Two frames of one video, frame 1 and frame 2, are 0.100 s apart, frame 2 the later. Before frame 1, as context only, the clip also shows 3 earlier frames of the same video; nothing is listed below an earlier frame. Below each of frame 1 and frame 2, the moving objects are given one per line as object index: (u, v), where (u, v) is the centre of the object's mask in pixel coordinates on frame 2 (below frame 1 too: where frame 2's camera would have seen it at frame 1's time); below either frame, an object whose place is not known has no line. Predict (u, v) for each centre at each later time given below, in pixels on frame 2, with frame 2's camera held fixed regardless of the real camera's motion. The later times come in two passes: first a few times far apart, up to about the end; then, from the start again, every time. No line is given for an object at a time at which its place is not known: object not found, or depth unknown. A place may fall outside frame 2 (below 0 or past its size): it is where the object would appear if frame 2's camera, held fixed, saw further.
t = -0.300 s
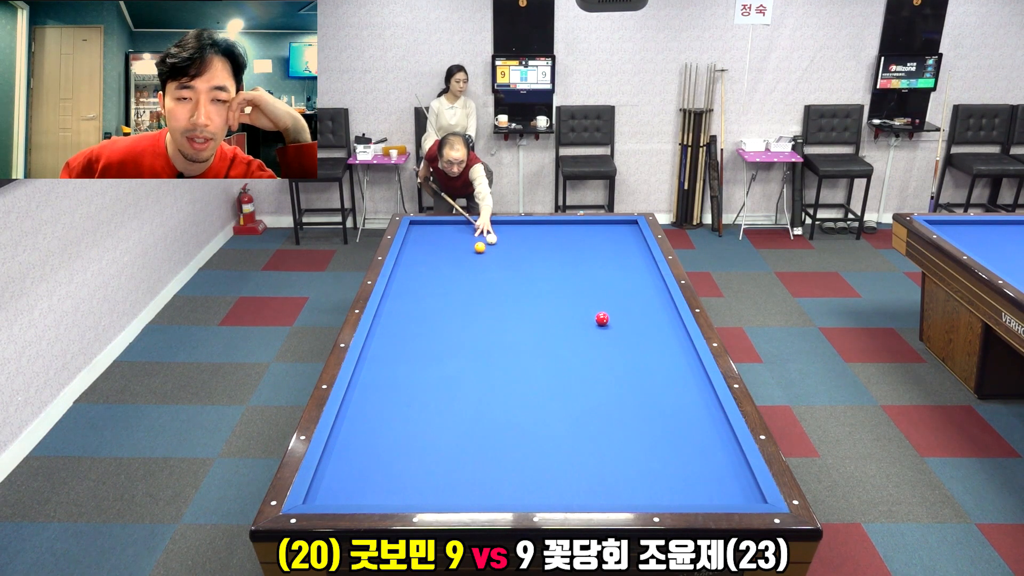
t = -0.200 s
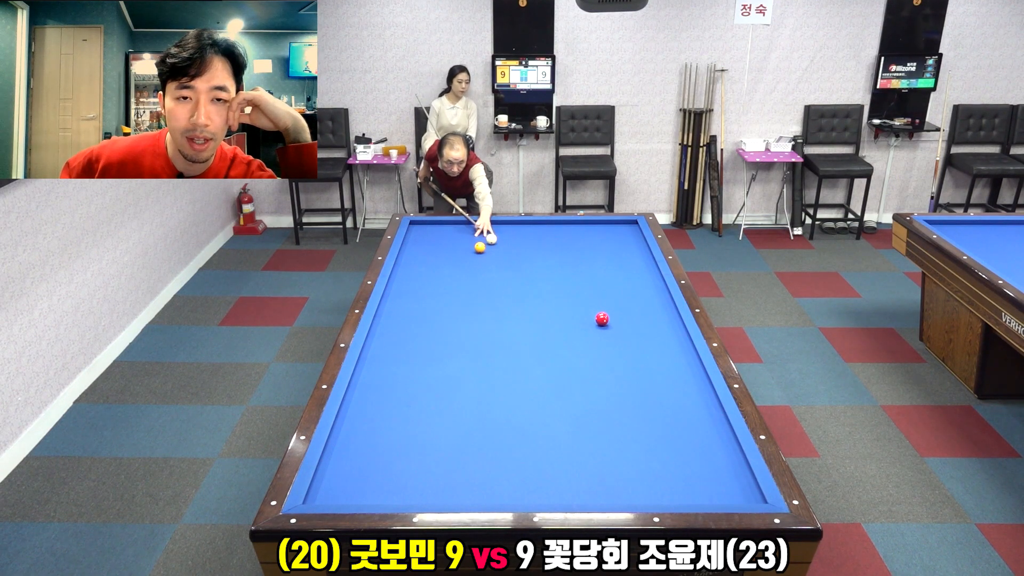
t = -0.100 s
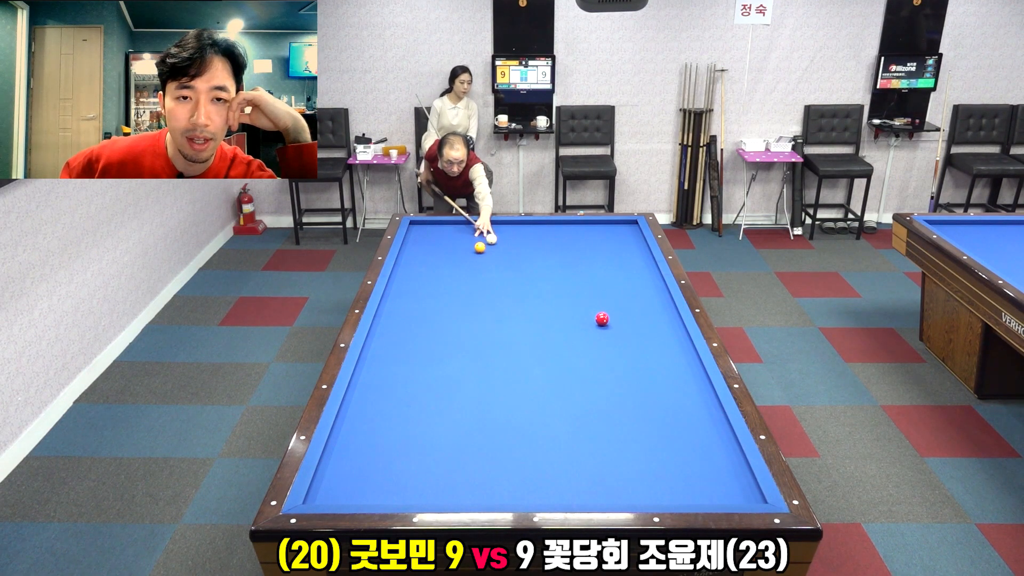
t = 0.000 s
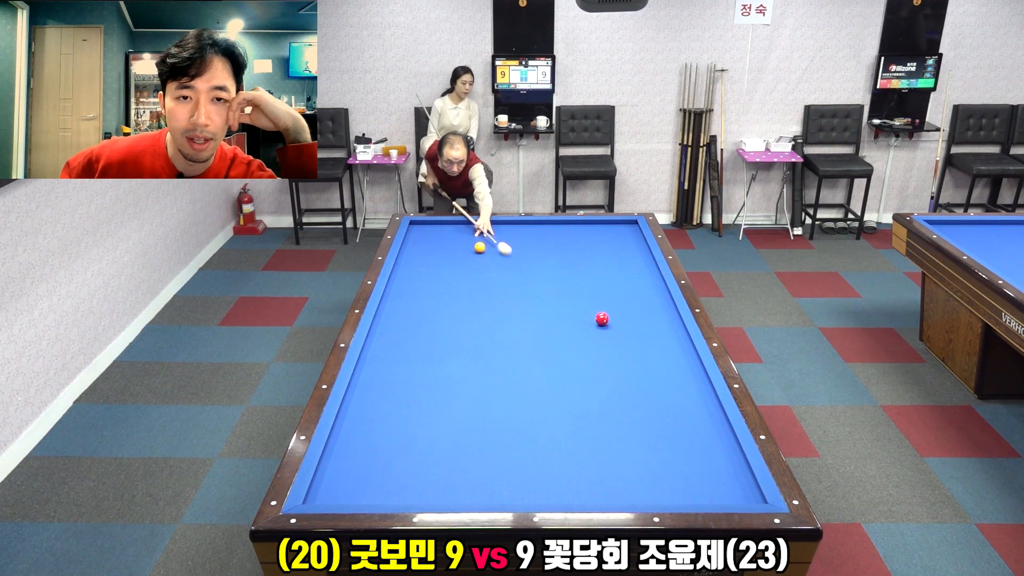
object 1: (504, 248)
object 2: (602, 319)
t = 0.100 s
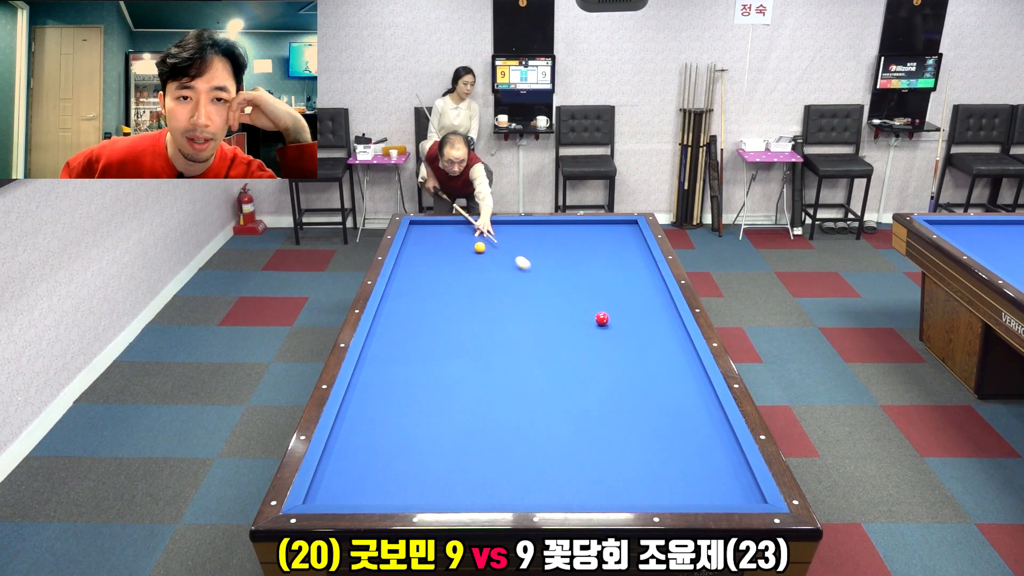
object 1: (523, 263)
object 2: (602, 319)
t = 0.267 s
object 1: (557, 290)
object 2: (602, 319)
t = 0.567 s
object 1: (576, 340)
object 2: (656, 329)
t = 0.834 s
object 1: (569, 390)
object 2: (656, 340)
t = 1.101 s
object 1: (559, 457)
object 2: (620, 351)
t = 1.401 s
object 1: (532, 462)
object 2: (579, 362)
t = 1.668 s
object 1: (506, 422)
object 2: (540, 373)
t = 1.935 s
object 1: (484, 389)
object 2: (500, 385)
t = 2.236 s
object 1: (438, 360)
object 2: (481, 394)
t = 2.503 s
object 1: (402, 338)
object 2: (465, 402)
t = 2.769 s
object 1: (385, 320)
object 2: (450, 410)
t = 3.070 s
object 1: (412, 305)
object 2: (432, 418)
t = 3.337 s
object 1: (433, 292)
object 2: (416, 426)
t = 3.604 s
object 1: (453, 281)
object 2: (401, 434)
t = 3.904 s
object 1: (473, 269)
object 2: (383, 443)
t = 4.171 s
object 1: (489, 260)
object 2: (368, 450)
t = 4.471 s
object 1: (506, 250)
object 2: (351, 459)
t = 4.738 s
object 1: (520, 242)
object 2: (336, 466)
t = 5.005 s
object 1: (533, 235)
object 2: (324, 474)
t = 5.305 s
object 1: (547, 227)
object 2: (329, 479)
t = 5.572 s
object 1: (558, 222)
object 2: (334, 483)
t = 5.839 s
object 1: (570, 226)
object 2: (338, 488)
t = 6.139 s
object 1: (582, 230)
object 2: (341, 492)
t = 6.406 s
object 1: (593, 234)
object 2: (344, 495)
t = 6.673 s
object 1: (605, 238)
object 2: (347, 496)
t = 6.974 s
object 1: (617, 242)
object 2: (350, 497)
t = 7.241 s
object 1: (627, 245)
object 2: (351, 496)
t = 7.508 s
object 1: (638, 249)
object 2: (352, 496)
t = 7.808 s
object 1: (645, 252)
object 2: (352, 496)
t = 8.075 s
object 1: (641, 255)
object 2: (352, 496)
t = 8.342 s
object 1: (638, 257)
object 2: (352, 496)
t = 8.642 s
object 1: (634, 259)
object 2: (352, 496)
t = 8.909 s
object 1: (631, 261)
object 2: (352, 496)
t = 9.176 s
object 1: (627, 263)
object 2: (352, 496)
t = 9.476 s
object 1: (624, 265)
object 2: (352, 496)
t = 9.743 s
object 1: (622, 267)
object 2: (352, 496)
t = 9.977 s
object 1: (620, 268)
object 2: (352, 496)
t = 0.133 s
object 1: (529, 268)
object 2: (602, 319)
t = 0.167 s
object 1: (536, 273)
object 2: (602, 319)
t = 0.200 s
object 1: (542, 279)
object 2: (602, 319)
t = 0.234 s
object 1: (549, 284)
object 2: (602, 319)
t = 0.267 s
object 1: (557, 290)
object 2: (602, 319)
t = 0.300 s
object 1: (564, 296)
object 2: (602, 319)
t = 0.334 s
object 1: (572, 302)
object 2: (602, 319)
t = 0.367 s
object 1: (580, 308)
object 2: (602, 319)
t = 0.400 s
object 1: (587, 315)
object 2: (602, 319)
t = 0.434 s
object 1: (587, 320)
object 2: (612, 320)
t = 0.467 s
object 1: (584, 325)
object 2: (623, 323)
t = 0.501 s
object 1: (581, 329)
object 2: (634, 325)
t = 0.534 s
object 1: (578, 335)
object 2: (645, 327)
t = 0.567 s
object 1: (576, 340)
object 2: (656, 329)
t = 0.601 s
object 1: (575, 345)
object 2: (666, 331)
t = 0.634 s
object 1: (574, 351)
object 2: (675, 332)
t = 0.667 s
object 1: (573, 358)
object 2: (681, 335)
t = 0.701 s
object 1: (573, 364)
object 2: (676, 335)
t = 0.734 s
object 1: (572, 370)
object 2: (670, 337)
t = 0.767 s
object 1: (571, 377)
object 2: (665, 338)
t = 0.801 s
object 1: (570, 384)
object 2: (660, 339)
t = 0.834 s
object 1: (569, 390)
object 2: (656, 340)
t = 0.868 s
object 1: (568, 398)
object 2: (651, 342)
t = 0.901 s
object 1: (567, 405)
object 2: (647, 343)
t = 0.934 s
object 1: (565, 414)
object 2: (642, 344)
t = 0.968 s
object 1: (564, 421)
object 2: (638, 346)
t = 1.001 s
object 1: (563, 430)
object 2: (633, 347)
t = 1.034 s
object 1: (562, 438)
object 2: (629, 348)
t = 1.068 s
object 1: (561, 447)
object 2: (625, 349)
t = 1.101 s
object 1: (559, 457)
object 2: (620, 351)
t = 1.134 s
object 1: (558, 466)
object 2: (615, 352)
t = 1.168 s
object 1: (557, 477)
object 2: (611, 353)
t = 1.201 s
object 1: (555, 487)
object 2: (606, 355)
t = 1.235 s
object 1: (553, 495)
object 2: (602, 356)
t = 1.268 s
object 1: (549, 491)
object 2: (597, 357)
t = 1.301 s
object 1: (544, 483)
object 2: (592, 358)
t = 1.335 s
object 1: (540, 475)
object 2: (588, 360)
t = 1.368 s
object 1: (536, 468)
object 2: (583, 361)
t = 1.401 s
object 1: (532, 462)
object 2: (579, 362)
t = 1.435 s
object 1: (529, 456)
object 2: (573, 364)
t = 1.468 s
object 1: (525, 451)
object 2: (569, 365)
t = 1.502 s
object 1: (522, 446)
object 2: (564, 366)
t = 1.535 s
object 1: (518, 441)
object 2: (560, 368)
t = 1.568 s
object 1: (515, 436)
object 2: (554, 370)
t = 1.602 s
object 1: (512, 431)
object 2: (550, 371)
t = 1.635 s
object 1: (509, 427)
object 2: (545, 372)
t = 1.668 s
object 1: (506, 422)
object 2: (540, 373)
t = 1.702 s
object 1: (503, 418)
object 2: (535, 375)
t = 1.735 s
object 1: (500, 413)
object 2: (530, 376)
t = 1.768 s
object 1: (497, 409)
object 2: (525, 377)
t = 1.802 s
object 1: (494, 405)
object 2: (520, 379)
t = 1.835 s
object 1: (491, 401)
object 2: (515, 380)
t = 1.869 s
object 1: (488, 397)
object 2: (510, 382)
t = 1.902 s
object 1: (486, 392)
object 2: (505, 383)
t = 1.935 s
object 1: (484, 389)
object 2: (500, 385)
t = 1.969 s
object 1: (479, 385)
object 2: (497, 386)
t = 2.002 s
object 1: (473, 382)
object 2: (495, 387)
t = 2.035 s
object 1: (467, 379)
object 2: (493, 388)
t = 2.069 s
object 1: (462, 375)
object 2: (491, 389)
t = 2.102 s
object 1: (457, 372)
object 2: (489, 390)
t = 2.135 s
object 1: (452, 369)
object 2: (487, 391)
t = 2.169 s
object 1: (447, 366)
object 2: (485, 392)
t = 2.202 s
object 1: (442, 363)
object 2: (483, 393)
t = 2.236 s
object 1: (438, 360)
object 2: (481, 394)
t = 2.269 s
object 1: (433, 357)
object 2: (480, 395)
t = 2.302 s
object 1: (428, 354)
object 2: (478, 396)
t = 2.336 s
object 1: (424, 352)
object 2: (475, 397)
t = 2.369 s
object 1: (419, 349)
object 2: (473, 398)
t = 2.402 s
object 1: (415, 346)
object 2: (472, 399)
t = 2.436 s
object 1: (411, 344)
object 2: (470, 400)
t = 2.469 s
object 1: (406, 341)
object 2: (468, 401)
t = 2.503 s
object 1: (402, 338)
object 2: (465, 402)
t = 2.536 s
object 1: (398, 336)
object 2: (463, 403)
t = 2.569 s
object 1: (393, 333)
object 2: (462, 404)
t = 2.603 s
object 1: (390, 331)
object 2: (460, 405)
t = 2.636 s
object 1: (386, 328)
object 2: (458, 406)
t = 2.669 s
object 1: (382, 326)
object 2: (456, 407)
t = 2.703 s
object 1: (378, 324)
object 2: (454, 408)
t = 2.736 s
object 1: (381, 322)
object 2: (452, 409)
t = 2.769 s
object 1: (385, 320)
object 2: (450, 410)
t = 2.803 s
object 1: (388, 318)
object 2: (448, 411)
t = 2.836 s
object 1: (391, 316)
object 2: (446, 412)
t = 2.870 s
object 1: (394, 315)
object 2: (444, 413)
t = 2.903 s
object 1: (398, 313)
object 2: (442, 413)
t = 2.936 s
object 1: (400, 311)
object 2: (440, 414)
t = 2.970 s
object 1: (403, 310)
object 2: (438, 415)
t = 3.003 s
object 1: (406, 308)
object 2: (436, 417)
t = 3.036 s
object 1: (409, 306)
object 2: (434, 417)
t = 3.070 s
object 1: (412, 305)
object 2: (432, 418)
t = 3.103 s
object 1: (415, 303)
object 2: (430, 419)
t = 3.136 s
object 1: (417, 301)
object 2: (428, 420)
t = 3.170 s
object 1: (420, 300)
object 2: (426, 421)
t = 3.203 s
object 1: (423, 298)
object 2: (424, 422)
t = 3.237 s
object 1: (426, 297)
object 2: (422, 423)
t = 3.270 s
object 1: (428, 295)
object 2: (420, 424)
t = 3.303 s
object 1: (431, 294)
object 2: (418, 425)
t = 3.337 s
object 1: (433, 292)
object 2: (416, 426)
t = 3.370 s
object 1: (436, 291)
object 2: (414, 427)
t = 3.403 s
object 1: (438, 289)
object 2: (412, 428)
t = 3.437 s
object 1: (441, 288)
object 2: (410, 429)
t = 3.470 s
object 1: (443, 287)
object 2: (408, 430)
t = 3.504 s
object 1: (446, 285)
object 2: (406, 431)
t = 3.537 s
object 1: (448, 284)
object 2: (405, 432)
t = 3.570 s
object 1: (450, 282)
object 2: (403, 433)
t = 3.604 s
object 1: (453, 281)
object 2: (401, 434)
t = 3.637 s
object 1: (455, 280)
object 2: (399, 435)
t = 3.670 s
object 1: (457, 278)
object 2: (397, 436)
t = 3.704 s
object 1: (460, 277)
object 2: (395, 437)
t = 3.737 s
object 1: (462, 276)
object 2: (393, 438)
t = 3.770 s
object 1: (464, 274)
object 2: (391, 439)
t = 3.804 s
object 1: (466, 273)
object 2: (389, 440)
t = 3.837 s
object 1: (468, 272)
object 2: (387, 441)
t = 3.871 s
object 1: (471, 271)
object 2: (385, 442)
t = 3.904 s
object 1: (473, 269)
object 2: (383, 443)
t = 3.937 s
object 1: (475, 268)
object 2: (381, 444)
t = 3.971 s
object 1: (477, 267)
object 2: (380, 445)
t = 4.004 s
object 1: (479, 266)
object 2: (378, 445)
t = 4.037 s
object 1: (481, 264)
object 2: (376, 446)
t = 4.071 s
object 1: (483, 263)
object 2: (374, 447)
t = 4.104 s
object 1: (485, 262)
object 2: (372, 448)
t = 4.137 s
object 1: (487, 261)
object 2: (370, 449)
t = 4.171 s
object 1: (489, 260)
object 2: (368, 450)
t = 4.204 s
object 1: (491, 259)
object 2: (366, 451)
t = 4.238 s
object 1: (493, 258)
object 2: (364, 452)
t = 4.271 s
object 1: (495, 257)
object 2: (362, 453)
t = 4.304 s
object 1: (497, 256)
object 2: (360, 454)
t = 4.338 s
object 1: (499, 254)
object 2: (359, 455)
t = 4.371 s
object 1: (501, 253)
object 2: (357, 456)
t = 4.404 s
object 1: (503, 252)
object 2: (355, 457)
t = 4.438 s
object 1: (505, 251)
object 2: (353, 458)
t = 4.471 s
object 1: (506, 250)
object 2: (351, 459)
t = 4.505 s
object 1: (508, 249)
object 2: (349, 460)
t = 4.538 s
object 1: (510, 248)
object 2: (347, 460)
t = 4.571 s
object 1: (512, 247)
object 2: (346, 461)
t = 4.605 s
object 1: (513, 246)
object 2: (344, 462)
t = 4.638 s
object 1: (515, 245)
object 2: (342, 463)
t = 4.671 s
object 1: (517, 244)
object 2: (340, 464)
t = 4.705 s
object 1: (519, 243)
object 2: (338, 465)
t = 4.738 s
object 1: (520, 242)
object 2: (336, 466)
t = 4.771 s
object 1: (522, 241)
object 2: (334, 467)
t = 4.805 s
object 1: (524, 240)
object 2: (333, 468)
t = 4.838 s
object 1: (525, 239)
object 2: (331, 469)
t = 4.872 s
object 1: (527, 238)
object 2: (329, 470)
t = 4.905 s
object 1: (529, 238)
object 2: (327, 471)
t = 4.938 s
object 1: (530, 237)
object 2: (325, 472)
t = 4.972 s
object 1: (532, 236)
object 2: (324, 473)
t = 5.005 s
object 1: (533, 235)
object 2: (324, 474)
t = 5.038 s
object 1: (535, 234)
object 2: (325, 474)
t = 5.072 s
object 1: (536, 233)
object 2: (325, 475)
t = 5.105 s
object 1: (538, 232)
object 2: (326, 475)
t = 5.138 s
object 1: (540, 231)
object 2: (327, 476)
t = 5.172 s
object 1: (541, 230)
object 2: (327, 476)
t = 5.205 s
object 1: (543, 229)
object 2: (328, 477)
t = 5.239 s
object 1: (544, 229)
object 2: (328, 478)
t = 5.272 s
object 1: (545, 228)
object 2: (329, 478)
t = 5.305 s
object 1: (547, 227)
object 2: (329, 479)
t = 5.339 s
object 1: (548, 226)
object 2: (330, 479)
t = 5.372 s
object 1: (550, 225)
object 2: (330, 480)
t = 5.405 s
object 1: (551, 225)
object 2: (331, 481)
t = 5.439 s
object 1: (553, 224)
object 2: (332, 481)
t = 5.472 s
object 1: (554, 223)
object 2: (332, 482)
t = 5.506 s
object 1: (555, 222)
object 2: (333, 482)
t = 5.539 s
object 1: (557, 222)
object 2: (333, 483)
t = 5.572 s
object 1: (558, 222)
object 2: (334, 483)
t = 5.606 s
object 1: (560, 223)
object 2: (334, 484)
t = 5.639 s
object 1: (561, 223)
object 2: (335, 484)
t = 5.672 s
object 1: (562, 224)
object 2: (335, 485)
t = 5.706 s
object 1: (564, 224)
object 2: (336, 485)
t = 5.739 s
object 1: (565, 225)
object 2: (336, 486)
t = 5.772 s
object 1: (567, 225)
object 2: (337, 487)
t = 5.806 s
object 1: (568, 226)
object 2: (337, 487)
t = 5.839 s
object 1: (570, 226)
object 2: (338, 488)
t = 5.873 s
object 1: (571, 227)
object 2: (338, 488)
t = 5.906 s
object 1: (572, 227)
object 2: (338, 489)
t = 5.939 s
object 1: (574, 227)
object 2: (339, 489)
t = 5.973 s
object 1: (575, 228)
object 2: (339, 490)
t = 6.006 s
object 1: (577, 228)
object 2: (340, 490)
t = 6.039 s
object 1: (578, 229)
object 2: (340, 490)
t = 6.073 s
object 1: (579, 229)
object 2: (341, 491)
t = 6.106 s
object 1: (581, 230)
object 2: (341, 492)
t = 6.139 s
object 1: (582, 230)
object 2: (341, 492)
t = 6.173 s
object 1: (584, 231)
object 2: (342, 492)
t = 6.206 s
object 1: (585, 231)
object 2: (342, 493)
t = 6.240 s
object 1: (586, 232)
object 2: (343, 493)
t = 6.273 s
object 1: (588, 232)
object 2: (343, 493)
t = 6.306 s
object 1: (589, 233)
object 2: (343, 494)
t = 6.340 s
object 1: (591, 233)
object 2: (344, 494)
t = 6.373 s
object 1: (592, 233)
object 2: (344, 494)
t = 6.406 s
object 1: (593, 234)
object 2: (344, 495)
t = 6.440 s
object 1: (595, 234)
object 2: (345, 495)
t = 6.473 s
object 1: (596, 235)
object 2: (345, 495)
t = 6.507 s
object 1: (598, 235)
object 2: (345, 495)
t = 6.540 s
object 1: (599, 236)
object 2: (346, 496)
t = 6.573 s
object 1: (600, 236)
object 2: (346, 496)
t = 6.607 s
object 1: (602, 237)
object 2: (347, 496)
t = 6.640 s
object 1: (603, 237)
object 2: (347, 496)
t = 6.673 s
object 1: (605, 238)
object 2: (347, 496)
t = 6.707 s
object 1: (606, 238)
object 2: (347, 497)
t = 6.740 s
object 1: (607, 238)
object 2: (348, 497)
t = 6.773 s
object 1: (609, 239)
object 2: (348, 497)
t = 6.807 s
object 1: (610, 239)
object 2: (348, 497)
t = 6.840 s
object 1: (611, 240)
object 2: (348, 498)
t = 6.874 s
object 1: (613, 240)
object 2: (349, 497)
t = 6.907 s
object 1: (614, 241)
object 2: (349, 497)
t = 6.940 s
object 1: (615, 241)
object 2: (349, 497)
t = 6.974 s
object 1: (617, 242)
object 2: (350, 497)
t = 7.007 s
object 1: (618, 242)
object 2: (350, 497)
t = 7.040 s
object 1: (620, 243)
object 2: (350, 497)
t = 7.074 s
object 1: (621, 243)
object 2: (350, 497)
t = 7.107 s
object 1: (622, 243)
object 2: (350, 497)
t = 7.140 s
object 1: (623, 244)
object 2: (351, 497)
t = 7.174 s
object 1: (625, 244)
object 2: (351, 497)
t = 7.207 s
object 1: (626, 245)
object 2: (351, 496)
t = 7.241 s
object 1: (627, 245)
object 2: (351, 496)
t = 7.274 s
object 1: (629, 246)
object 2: (351, 496)
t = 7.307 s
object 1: (630, 246)
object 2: (352, 496)
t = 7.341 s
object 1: (631, 247)
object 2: (352, 496)
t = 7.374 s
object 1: (633, 247)
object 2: (352, 496)
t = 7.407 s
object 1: (634, 247)
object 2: (352, 496)
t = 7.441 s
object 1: (636, 248)
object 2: (352, 496)
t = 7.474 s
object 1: (637, 248)
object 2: (352, 496)
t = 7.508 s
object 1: (638, 249)
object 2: (352, 496)
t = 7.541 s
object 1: (639, 249)
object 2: (352, 496)
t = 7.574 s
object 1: (641, 250)
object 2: (352, 496)
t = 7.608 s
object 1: (642, 250)
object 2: (352, 496)
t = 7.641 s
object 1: (643, 250)
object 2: (352, 496)
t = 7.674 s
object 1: (645, 251)
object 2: (352, 496)
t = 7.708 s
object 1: (646, 251)
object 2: (352, 496)
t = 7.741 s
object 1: (646, 252)
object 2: (352, 496)
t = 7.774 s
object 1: (645, 252)
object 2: (352, 496)
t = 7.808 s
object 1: (645, 252)
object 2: (352, 496)
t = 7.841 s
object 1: (644, 253)
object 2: (352, 496)
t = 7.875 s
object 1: (644, 253)
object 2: (352, 496)
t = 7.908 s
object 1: (643, 253)
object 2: (352, 496)
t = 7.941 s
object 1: (643, 253)
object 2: (352, 496)
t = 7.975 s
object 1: (643, 254)
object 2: (352, 496)
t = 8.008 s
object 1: (642, 254)
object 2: (352, 496)
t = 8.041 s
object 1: (642, 254)
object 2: (352, 496)
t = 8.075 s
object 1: (641, 255)
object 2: (352, 496)
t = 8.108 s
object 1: (641, 255)
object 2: (352, 496)
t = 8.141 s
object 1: (640, 255)
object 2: (352, 496)
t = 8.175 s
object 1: (640, 256)
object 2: (352, 496)
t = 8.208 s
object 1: (639, 256)
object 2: (352, 496)
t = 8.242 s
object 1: (639, 256)
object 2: (352, 496)
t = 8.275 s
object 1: (638, 256)
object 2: (352, 496)
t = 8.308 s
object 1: (638, 257)
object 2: (352, 496)
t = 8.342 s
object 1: (638, 257)
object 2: (352, 496)
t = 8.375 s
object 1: (637, 257)
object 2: (352, 496)
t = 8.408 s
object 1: (637, 258)
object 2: (352, 496)
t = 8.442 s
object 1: (636, 258)
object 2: (352, 496)
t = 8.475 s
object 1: (636, 258)
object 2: (352, 496)
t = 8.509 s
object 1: (635, 258)
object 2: (352, 496)
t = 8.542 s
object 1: (635, 259)
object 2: (352, 496)
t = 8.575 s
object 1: (635, 259)
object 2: (352, 496)
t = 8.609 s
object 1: (634, 259)
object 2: (352, 496)
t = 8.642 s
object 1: (634, 259)
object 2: (352, 496)
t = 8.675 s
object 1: (633, 260)
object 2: (352, 496)
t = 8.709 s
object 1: (633, 260)
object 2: (352, 496)
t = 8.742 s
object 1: (633, 260)
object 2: (352, 496)
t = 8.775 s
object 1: (632, 260)
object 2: (352, 496)
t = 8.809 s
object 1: (632, 261)
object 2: (352, 496)
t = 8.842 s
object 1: (631, 261)
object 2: (352, 496)
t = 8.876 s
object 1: (631, 261)
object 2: (352, 496)
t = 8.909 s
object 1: (631, 261)
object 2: (352, 496)
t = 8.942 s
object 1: (630, 262)
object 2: (352, 496)
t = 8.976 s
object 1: (630, 262)
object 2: (352, 496)
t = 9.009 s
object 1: (629, 262)
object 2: (352, 496)
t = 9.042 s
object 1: (629, 262)
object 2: (352, 496)
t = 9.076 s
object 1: (629, 263)
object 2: (352, 496)
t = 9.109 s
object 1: (628, 263)
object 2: (352, 496)
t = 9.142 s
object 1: (628, 263)
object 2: (352, 496)
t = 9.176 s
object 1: (627, 263)
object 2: (352, 496)
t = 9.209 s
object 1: (627, 263)
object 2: (352, 496)
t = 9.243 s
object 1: (627, 264)
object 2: (352, 496)
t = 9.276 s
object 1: (626, 264)
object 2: (352, 496)
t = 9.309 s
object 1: (626, 264)
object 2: (352, 496)
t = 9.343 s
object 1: (626, 264)
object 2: (352, 496)
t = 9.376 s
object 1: (625, 265)
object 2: (352, 496)
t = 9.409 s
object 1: (625, 265)
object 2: (352, 496)
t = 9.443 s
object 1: (625, 265)
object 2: (352, 496)
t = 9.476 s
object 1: (624, 265)
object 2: (352, 496)
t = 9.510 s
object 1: (624, 265)
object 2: (352, 496)
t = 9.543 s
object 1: (624, 266)
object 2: (352, 496)
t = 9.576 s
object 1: (623, 266)
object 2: (352, 496)
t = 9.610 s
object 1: (623, 266)
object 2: (352, 496)
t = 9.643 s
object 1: (623, 266)
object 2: (352, 496)
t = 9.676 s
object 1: (622, 266)
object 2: (352, 496)
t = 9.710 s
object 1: (622, 267)
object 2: (352, 496)
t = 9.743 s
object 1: (622, 267)
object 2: (352, 496)
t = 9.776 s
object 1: (622, 267)
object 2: (352, 496)
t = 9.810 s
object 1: (621, 267)
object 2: (352, 496)
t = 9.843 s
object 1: (621, 267)
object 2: (352, 496)
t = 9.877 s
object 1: (621, 267)
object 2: (352, 496)
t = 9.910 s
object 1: (620, 268)
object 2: (352, 496)
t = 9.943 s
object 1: (620, 268)
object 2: (352, 496)
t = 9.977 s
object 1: (620, 268)
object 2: (352, 496)
